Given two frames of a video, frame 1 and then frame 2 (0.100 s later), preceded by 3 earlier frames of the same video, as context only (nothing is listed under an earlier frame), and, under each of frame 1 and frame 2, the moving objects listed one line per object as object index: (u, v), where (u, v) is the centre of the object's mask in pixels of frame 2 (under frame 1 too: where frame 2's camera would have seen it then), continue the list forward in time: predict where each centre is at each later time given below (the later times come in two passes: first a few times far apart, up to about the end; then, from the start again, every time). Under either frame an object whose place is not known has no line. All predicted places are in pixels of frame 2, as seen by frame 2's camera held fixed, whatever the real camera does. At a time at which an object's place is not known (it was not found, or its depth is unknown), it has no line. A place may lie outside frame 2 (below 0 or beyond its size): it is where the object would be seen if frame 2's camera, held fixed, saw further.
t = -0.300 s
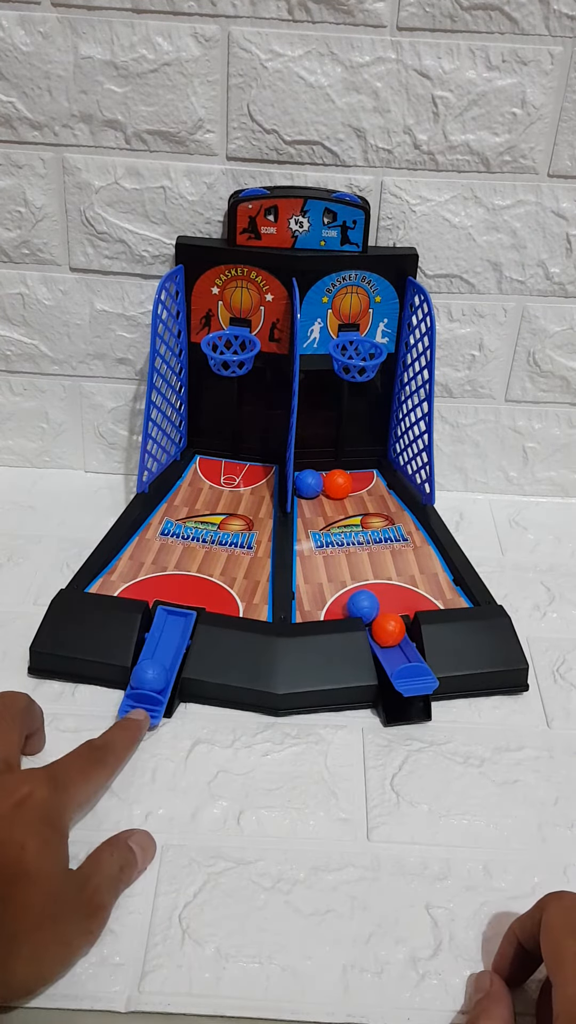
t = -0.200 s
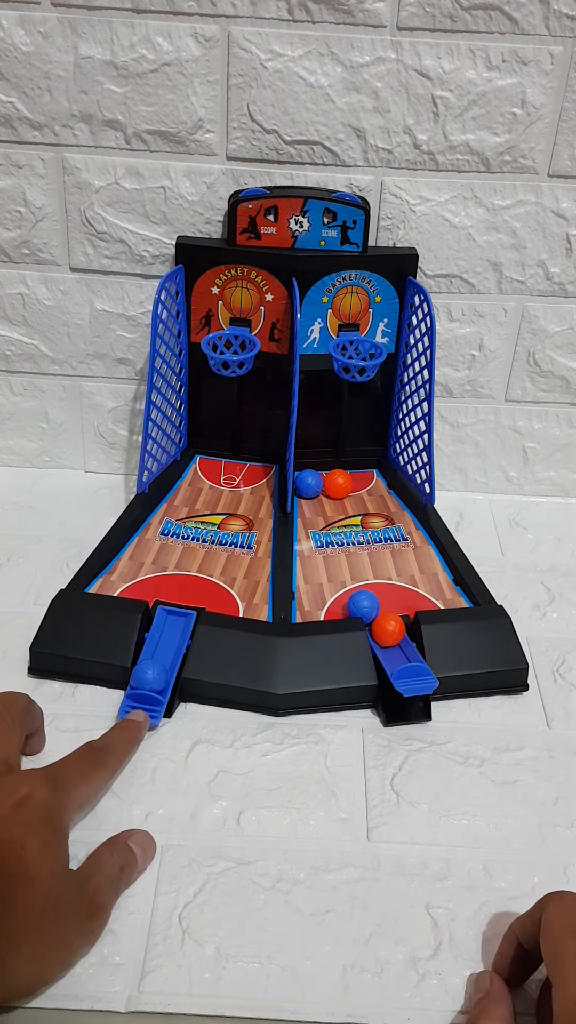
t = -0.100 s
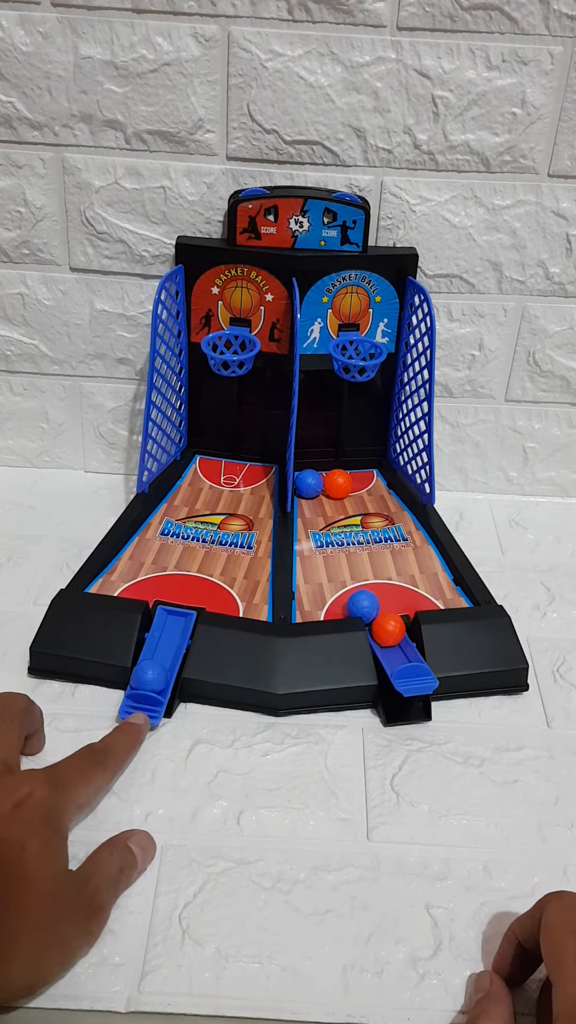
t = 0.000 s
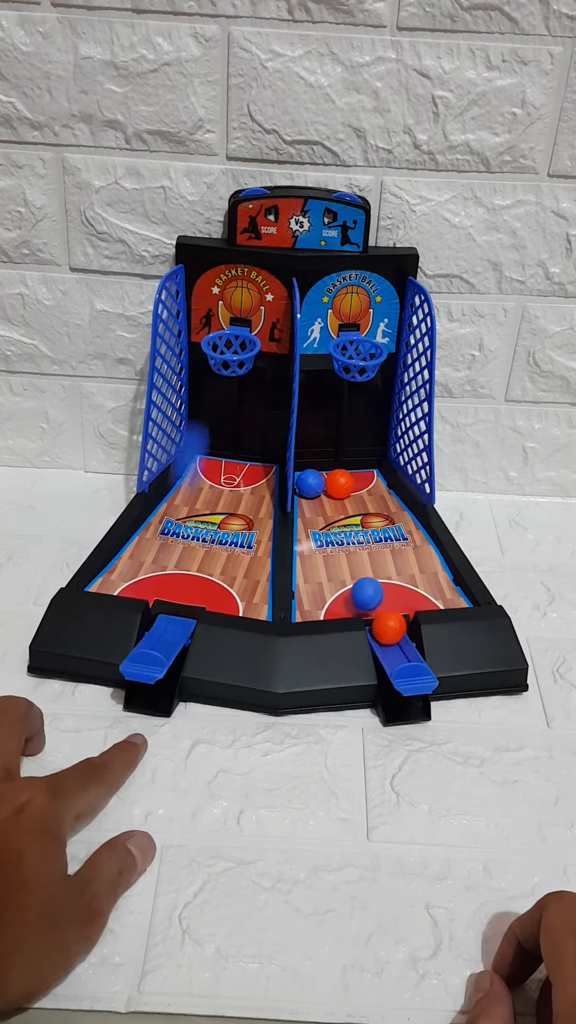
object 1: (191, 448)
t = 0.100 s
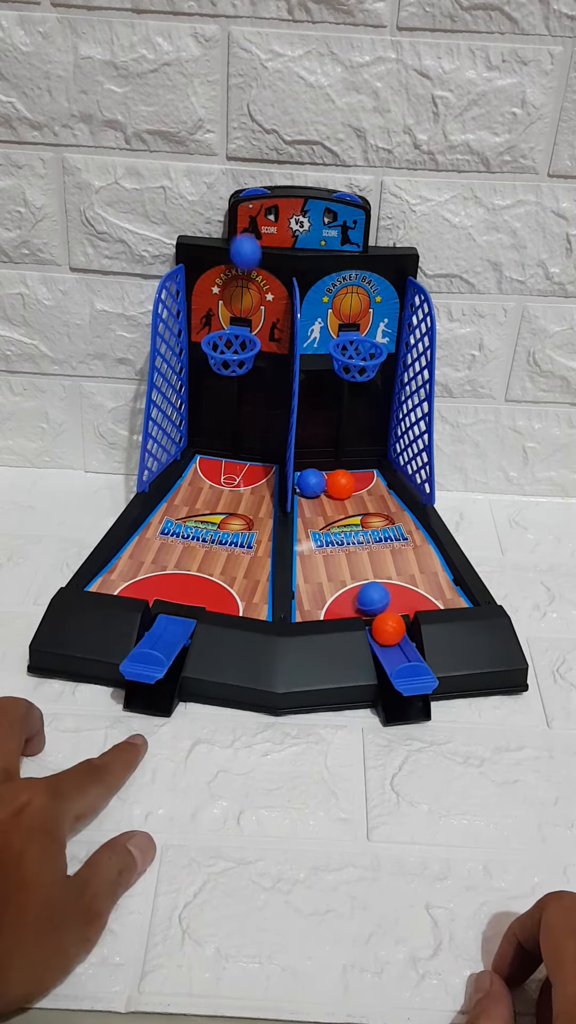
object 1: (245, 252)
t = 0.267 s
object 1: (205, 403)
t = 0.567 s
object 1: (250, 604)
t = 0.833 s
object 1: (242, 571)
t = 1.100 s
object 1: (209, 529)
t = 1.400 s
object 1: (182, 537)
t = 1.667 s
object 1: (178, 574)
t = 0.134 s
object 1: (239, 244)
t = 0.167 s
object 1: (232, 253)
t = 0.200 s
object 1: (222, 282)
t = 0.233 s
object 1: (211, 334)
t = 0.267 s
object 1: (205, 403)
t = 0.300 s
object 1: (196, 493)
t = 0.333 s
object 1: (185, 595)
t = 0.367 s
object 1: (169, 602)
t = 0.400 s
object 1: (187, 580)
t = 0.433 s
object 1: (204, 572)
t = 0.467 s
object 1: (220, 582)
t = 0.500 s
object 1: (236, 604)
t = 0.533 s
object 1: (243, 598)
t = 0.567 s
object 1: (250, 604)
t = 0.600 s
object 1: (253, 605)
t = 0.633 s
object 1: (254, 604)
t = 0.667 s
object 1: (253, 601)
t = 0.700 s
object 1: (253, 600)
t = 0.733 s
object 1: (252, 593)
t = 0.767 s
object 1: (249, 585)
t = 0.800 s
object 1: (245, 579)
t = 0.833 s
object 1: (242, 571)
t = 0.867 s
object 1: (238, 564)
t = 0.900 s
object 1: (236, 559)
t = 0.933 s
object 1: (232, 553)
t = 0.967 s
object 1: (229, 547)
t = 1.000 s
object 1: (225, 542)
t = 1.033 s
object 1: (220, 536)
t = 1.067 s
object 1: (215, 531)
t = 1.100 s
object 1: (209, 529)
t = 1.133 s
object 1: (204, 526)
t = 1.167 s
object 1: (200, 523)
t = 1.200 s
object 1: (198, 521)
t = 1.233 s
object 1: (196, 522)
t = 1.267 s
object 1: (194, 524)
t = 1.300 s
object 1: (191, 526)
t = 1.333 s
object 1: (188, 529)
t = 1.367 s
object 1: (185, 533)
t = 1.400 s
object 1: (182, 537)
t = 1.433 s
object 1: (179, 543)
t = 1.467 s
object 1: (176, 548)
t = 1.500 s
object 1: (174, 552)
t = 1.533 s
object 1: (173, 556)
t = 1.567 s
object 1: (173, 561)
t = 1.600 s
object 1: (174, 565)
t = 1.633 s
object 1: (176, 569)
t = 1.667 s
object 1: (178, 574)
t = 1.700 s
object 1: (181, 580)
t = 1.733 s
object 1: (186, 586)
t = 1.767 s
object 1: (191, 591)
